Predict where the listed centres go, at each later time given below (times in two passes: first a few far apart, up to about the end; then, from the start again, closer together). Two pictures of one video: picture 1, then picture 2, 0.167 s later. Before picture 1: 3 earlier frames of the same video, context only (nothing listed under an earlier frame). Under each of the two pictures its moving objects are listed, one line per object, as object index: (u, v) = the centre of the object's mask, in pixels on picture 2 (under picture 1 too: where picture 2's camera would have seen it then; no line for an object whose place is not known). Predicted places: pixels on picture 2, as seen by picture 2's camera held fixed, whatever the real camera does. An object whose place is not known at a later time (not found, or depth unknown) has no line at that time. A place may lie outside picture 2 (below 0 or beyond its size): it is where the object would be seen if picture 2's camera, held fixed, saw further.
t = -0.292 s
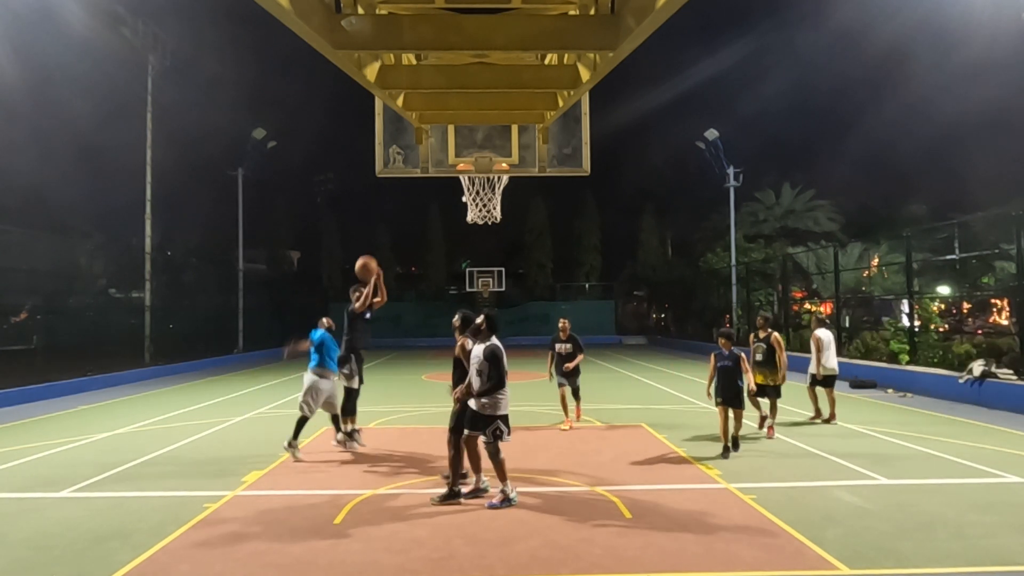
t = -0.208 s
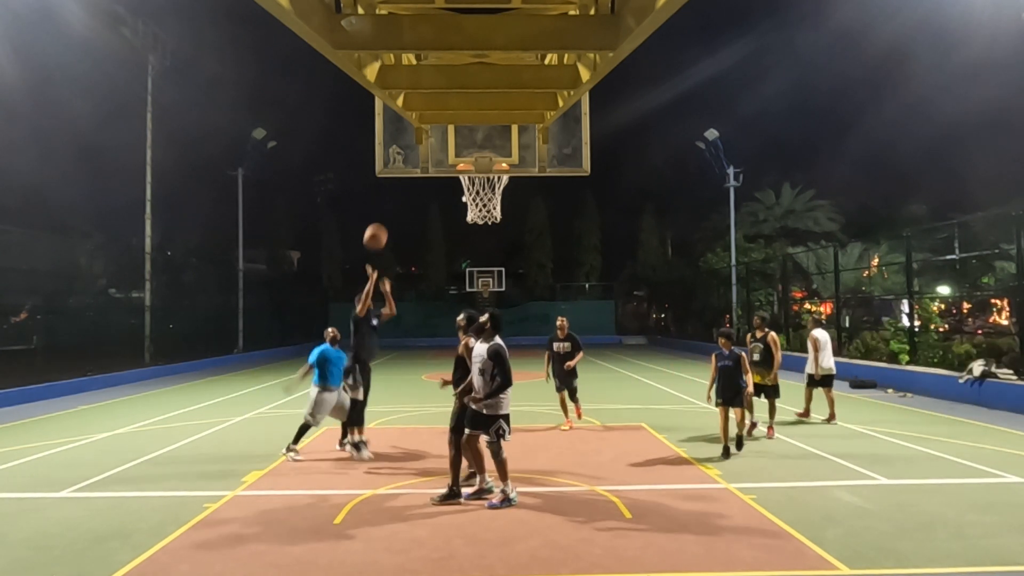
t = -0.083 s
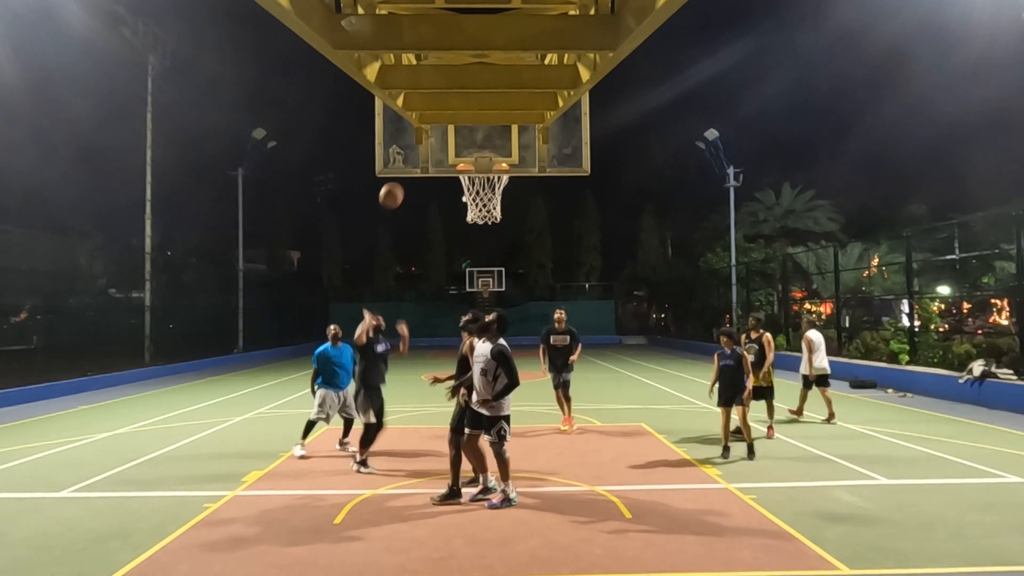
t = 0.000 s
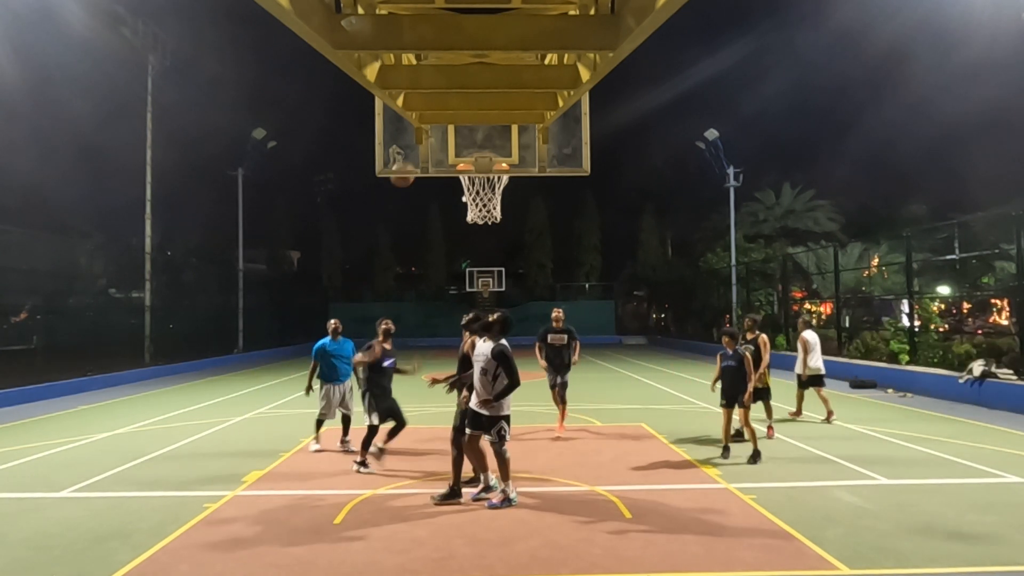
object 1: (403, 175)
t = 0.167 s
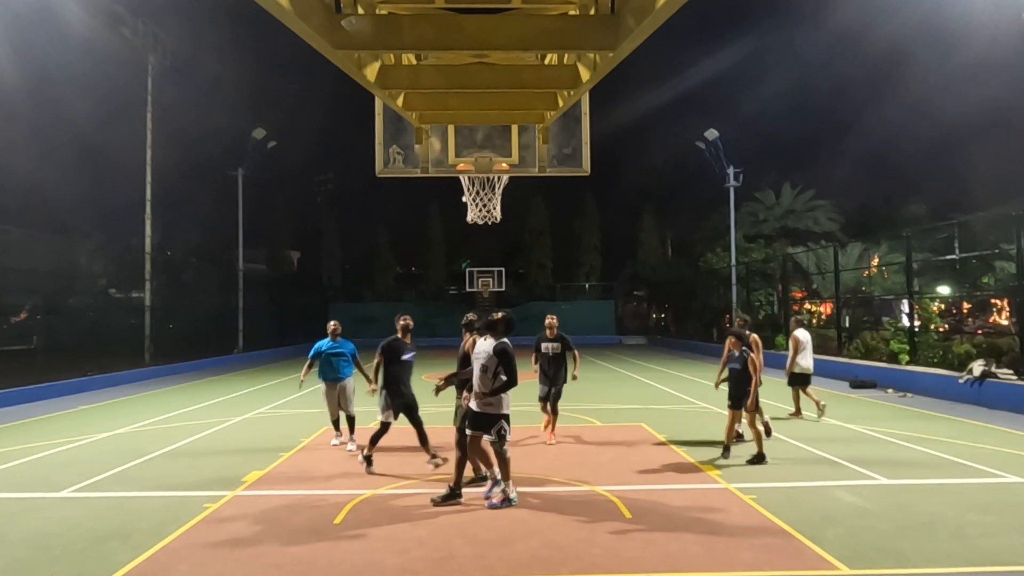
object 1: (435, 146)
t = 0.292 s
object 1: (446, 143)
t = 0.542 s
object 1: (496, 145)
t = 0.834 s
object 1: (557, 195)
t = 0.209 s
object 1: (437, 144)
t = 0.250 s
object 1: (439, 143)
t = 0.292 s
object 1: (446, 143)
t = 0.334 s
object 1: (457, 145)
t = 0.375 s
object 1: (465, 148)
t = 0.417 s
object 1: (470, 149)
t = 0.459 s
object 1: (478, 147)
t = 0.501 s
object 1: (487, 146)
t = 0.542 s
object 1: (496, 145)
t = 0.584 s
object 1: (501, 147)
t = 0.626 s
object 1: (511, 148)
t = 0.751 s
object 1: (539, 176)
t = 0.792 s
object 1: (549, 185)
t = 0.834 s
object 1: (557, 195)
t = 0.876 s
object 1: (567, 210)
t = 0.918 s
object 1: (576, 227)
